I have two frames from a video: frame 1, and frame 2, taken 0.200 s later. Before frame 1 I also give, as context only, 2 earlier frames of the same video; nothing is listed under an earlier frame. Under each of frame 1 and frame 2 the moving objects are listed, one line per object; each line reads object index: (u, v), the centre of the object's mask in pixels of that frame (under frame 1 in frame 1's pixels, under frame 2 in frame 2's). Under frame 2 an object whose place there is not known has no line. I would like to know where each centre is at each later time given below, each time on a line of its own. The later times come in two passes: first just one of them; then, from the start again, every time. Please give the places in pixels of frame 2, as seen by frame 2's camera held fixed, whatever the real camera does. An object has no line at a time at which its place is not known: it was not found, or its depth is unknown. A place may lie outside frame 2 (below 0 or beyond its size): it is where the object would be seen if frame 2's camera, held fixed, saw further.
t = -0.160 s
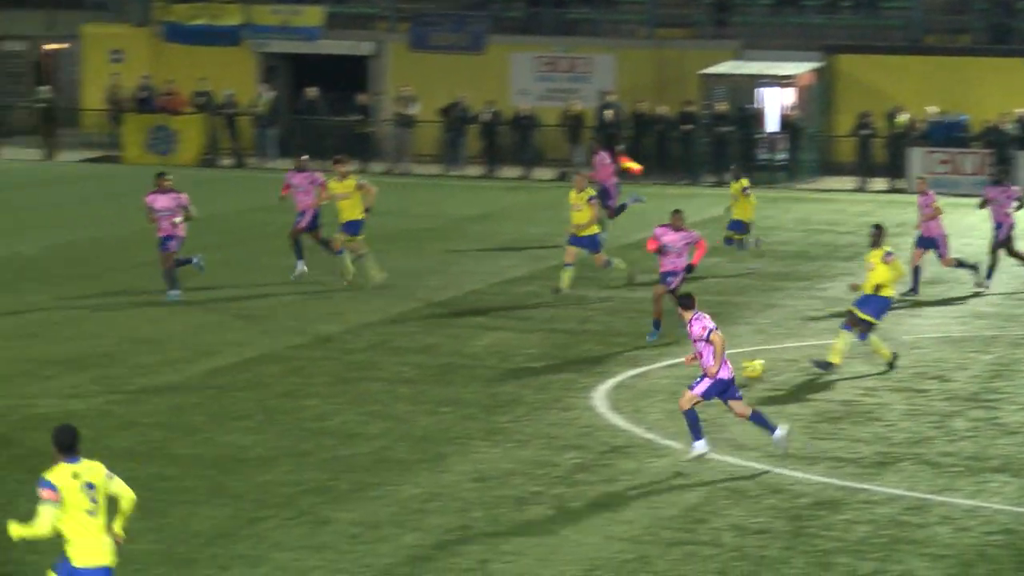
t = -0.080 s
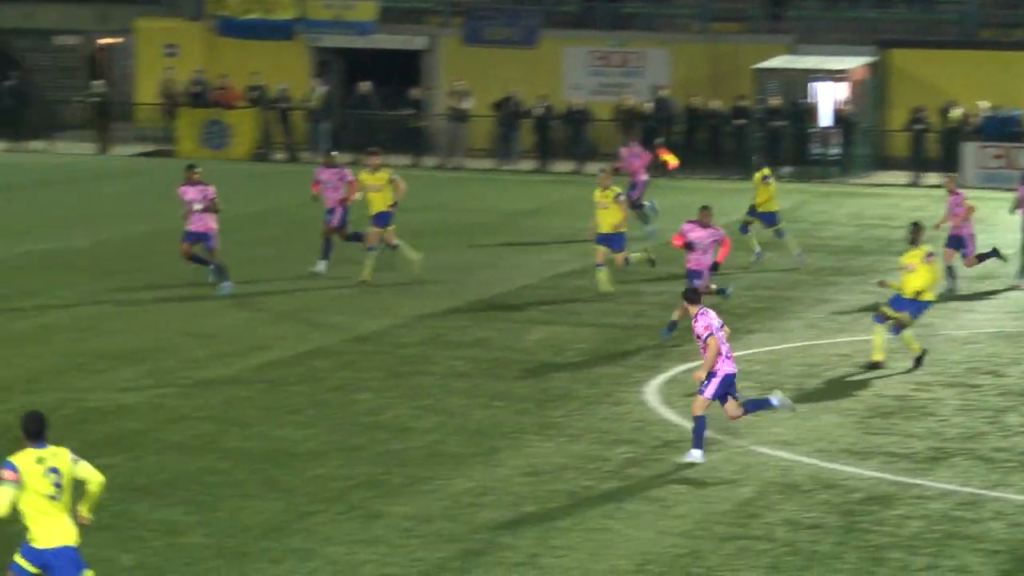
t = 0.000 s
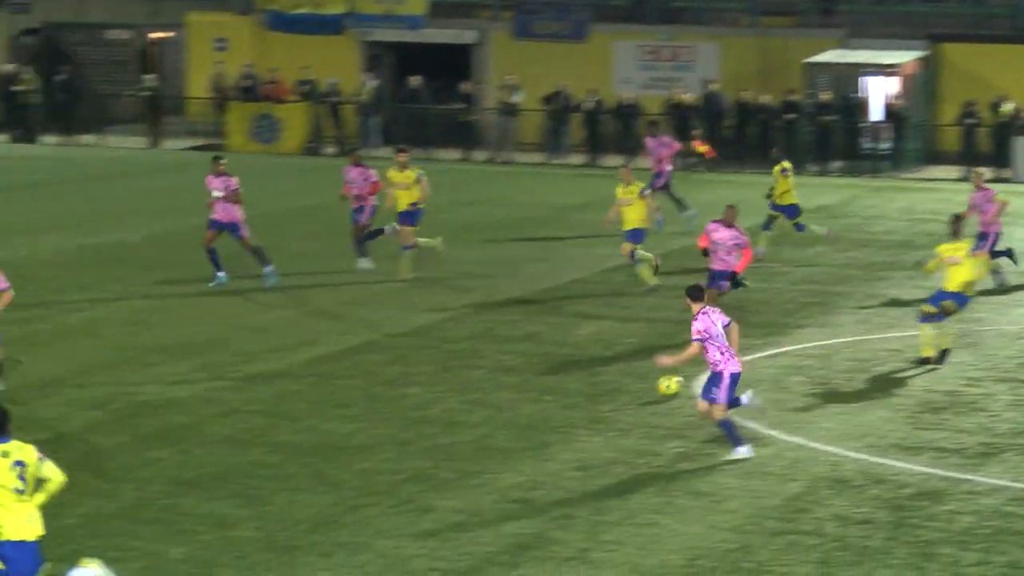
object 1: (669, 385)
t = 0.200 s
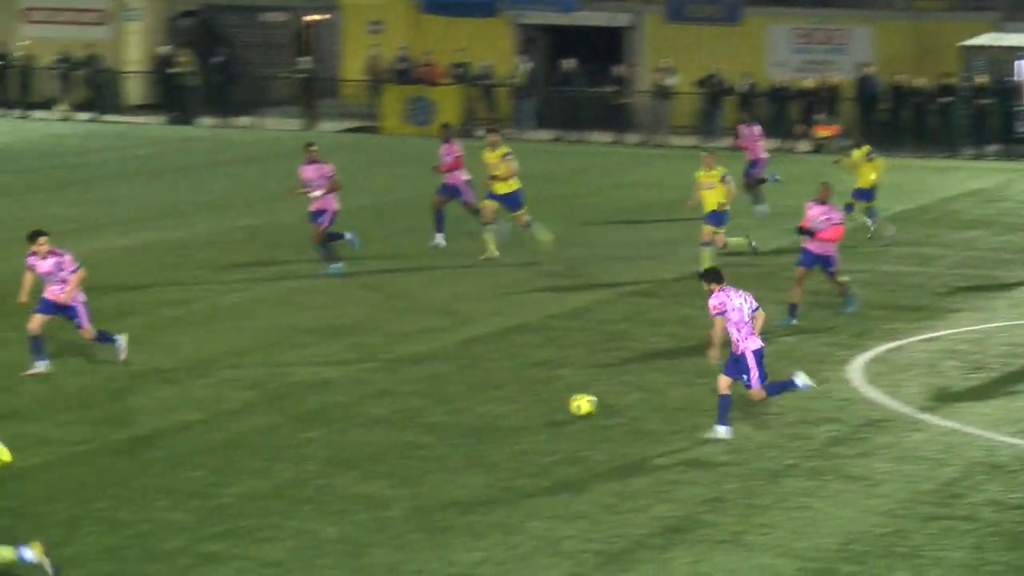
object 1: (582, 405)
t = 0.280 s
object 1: (486, 417)
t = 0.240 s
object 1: (535, 410)
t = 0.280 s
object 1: (486, 417)
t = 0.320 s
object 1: (436, 426)
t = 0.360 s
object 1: (385, 438)
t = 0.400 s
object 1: (334, 446)
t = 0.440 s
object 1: (282, 451)
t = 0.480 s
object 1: (228, 459)
